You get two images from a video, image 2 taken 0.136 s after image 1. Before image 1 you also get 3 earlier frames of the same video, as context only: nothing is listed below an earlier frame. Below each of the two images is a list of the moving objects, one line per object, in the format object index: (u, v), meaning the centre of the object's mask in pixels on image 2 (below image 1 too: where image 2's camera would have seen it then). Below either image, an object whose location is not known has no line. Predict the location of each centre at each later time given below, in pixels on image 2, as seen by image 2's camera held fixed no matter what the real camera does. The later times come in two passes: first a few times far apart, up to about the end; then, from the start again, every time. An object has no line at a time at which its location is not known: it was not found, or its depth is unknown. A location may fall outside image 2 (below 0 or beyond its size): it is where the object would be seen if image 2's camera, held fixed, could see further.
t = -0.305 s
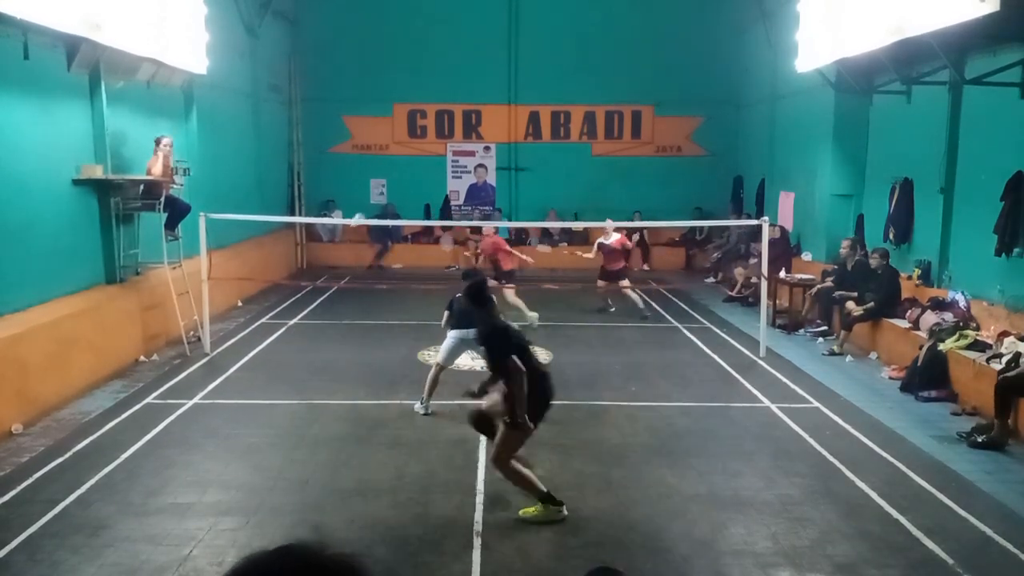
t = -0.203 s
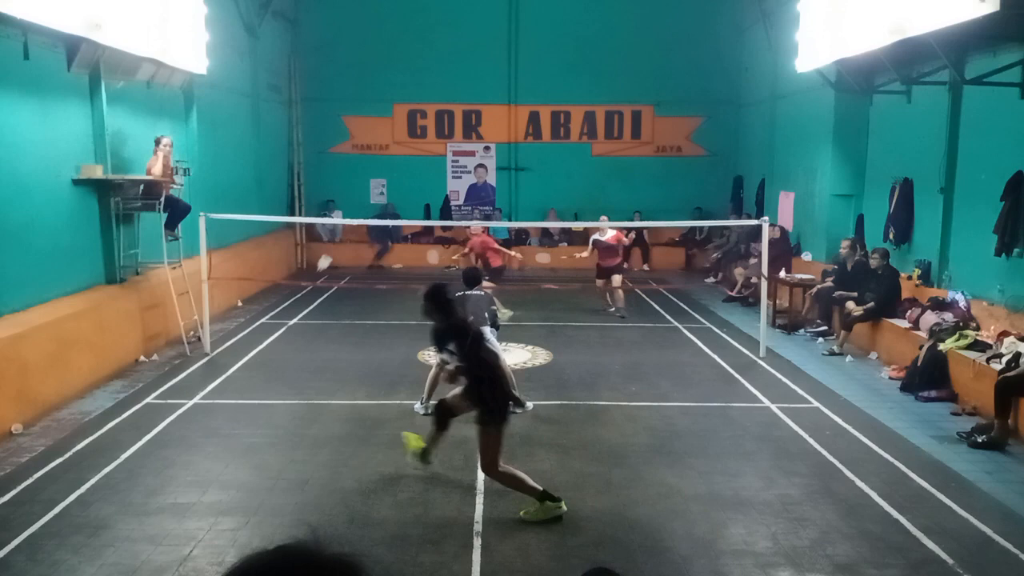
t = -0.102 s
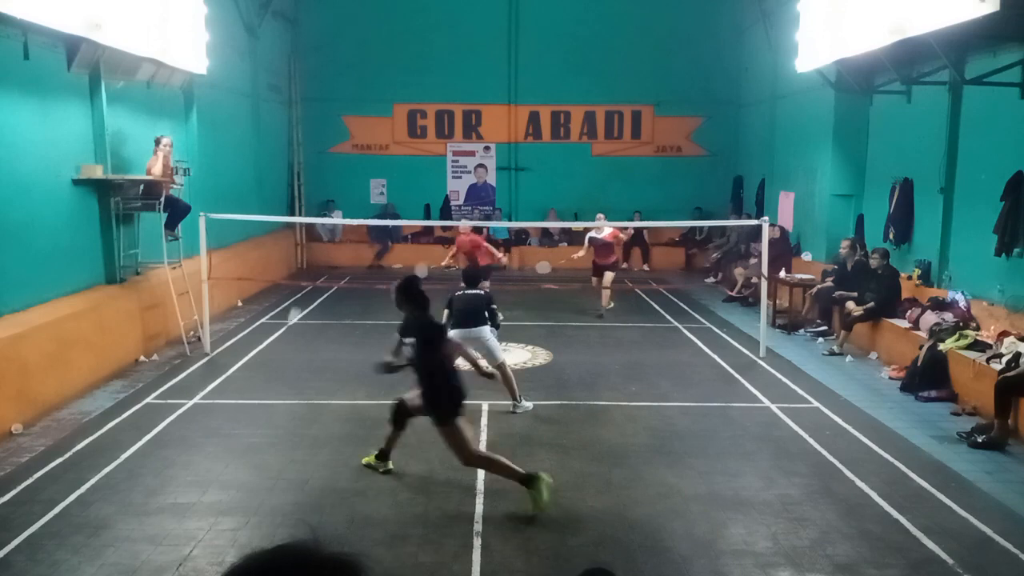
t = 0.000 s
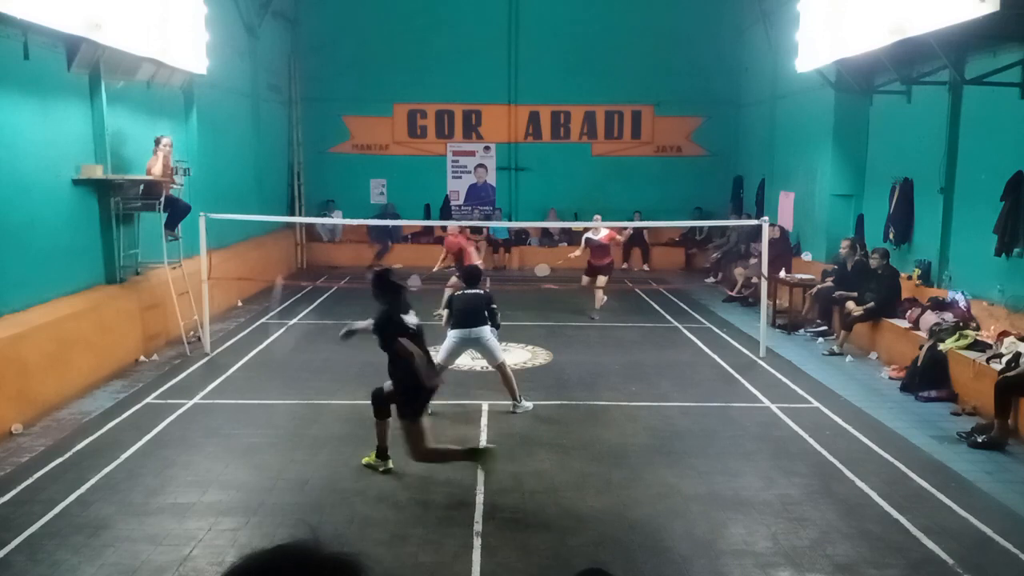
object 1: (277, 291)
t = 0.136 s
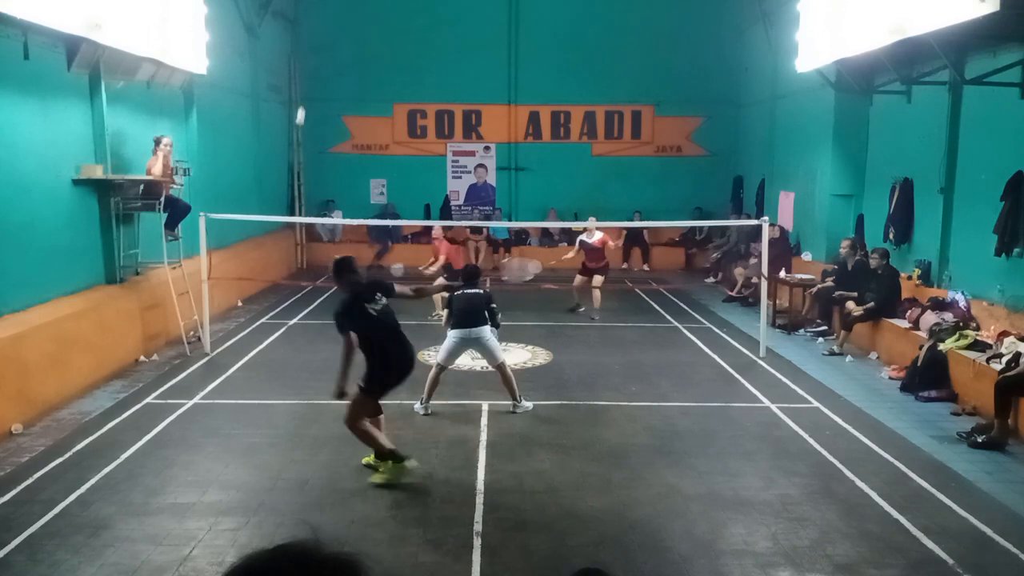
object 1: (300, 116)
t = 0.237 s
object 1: (306, 72)
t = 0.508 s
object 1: (314, 47)
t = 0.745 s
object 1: (320, 73)
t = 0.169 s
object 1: (303, 97)
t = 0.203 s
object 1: (305, 83)
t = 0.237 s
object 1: (306, 72)
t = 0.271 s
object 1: (307, 63)
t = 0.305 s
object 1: (309, 57)
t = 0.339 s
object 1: (310, 53)
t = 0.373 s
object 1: (311, 50)
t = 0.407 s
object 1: (312, 48)
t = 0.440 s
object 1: (313, 46)
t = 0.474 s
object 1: (314, 46)
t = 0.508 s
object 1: (314, 47)
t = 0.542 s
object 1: (315, 49)
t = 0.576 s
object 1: (316, 51)
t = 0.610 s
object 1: (316, 55)
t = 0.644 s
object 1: (317, 58)
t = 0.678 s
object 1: (318, 63)
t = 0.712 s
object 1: (319, 67)
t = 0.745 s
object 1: (320, 73)
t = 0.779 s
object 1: (320, 79)
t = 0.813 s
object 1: (321, 86)
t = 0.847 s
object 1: (321, 92)
